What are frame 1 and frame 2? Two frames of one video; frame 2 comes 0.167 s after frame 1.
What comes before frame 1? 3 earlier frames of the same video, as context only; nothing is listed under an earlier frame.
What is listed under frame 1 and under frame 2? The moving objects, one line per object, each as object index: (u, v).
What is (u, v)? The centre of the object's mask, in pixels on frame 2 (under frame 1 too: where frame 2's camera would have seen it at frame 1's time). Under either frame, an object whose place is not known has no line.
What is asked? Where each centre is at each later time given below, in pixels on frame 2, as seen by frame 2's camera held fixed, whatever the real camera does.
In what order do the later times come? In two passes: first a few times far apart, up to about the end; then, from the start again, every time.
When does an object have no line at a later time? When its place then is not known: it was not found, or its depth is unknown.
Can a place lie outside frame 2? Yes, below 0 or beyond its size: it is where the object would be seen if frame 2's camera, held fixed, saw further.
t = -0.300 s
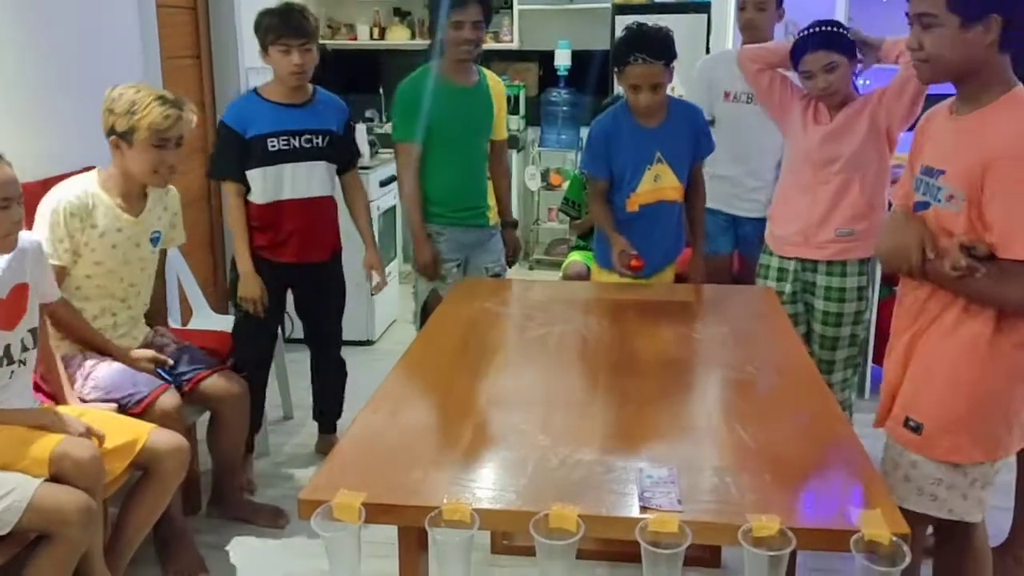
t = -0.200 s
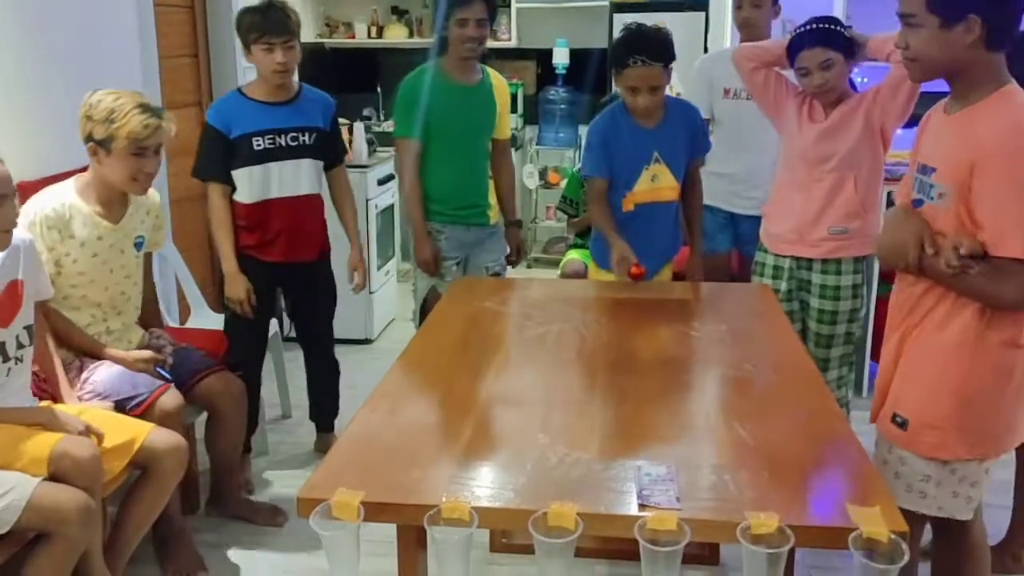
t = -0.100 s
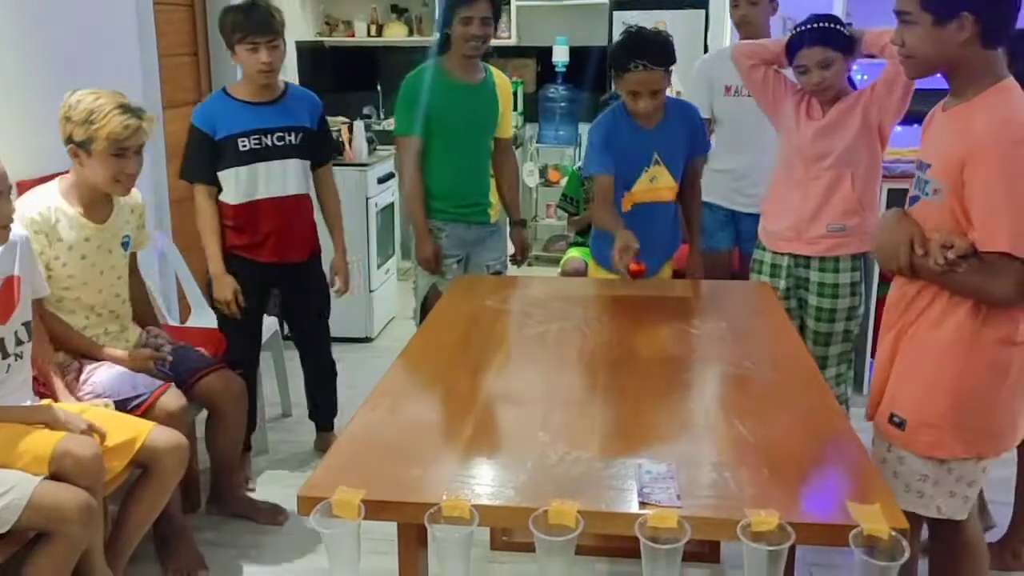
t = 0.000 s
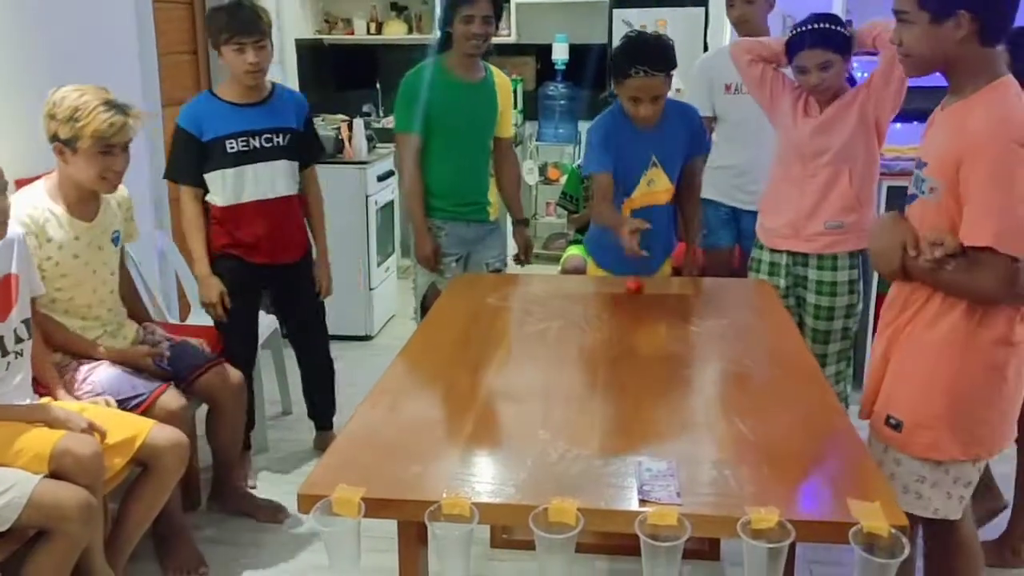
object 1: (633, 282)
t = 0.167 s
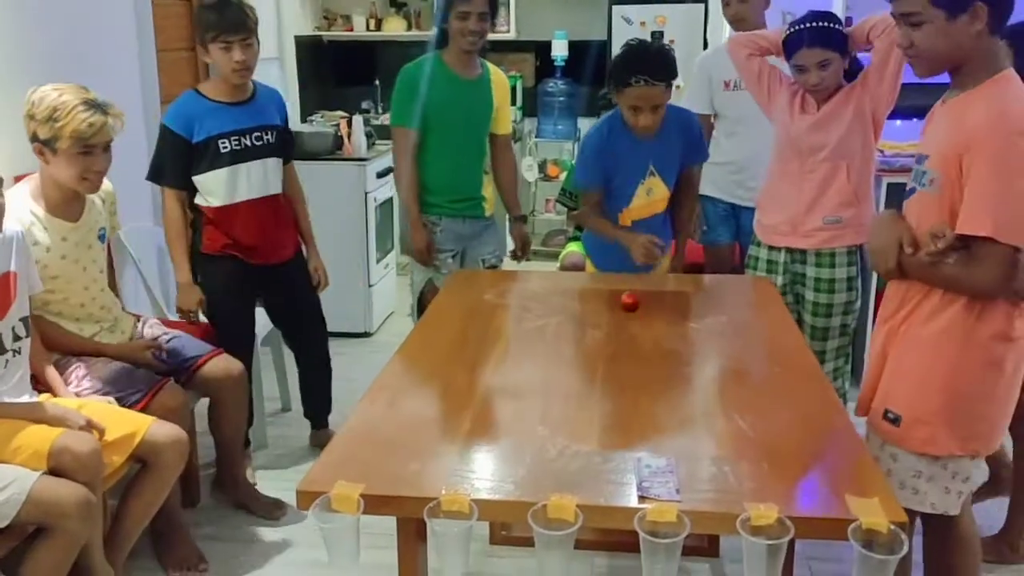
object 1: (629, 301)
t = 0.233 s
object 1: (629, 309)
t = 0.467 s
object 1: (627, 348)
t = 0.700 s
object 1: (625, 383)
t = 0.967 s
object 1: (613, 441)
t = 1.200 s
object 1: (590, 503)
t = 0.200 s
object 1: (629, 303)
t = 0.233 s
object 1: (629, 309)
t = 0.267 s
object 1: (629, 321)
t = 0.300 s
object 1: (628, 340)
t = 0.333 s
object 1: (627, 359)
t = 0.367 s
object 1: (627, 349)
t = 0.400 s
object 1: (627, 344)
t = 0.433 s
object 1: (627, 344)
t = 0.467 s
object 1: (627, 348)
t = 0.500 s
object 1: (627, 358)
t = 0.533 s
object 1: (626, 374)
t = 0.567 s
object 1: (625, 394)
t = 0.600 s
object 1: (626, 389)
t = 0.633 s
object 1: (625, 381)
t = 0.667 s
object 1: (625, 380)
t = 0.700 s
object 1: (625, 383)
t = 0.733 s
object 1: (624, 393)
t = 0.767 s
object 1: (623, 411)
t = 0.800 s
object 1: (622, 434)
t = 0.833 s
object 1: (620, 428)
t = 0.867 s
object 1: (619, 421)
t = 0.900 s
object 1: (618, 422)
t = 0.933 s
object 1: (615, 427)
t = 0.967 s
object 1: (613, 441)
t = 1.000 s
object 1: (610, 461)
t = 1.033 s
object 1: (607, 477)
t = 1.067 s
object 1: (604, 469)
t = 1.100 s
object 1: (601, 467)
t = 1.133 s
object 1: (597, 471)
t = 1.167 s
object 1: (593, 483)
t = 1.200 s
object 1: (590, 503)
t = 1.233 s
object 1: (584, 530)
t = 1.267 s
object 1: (581, 566)
